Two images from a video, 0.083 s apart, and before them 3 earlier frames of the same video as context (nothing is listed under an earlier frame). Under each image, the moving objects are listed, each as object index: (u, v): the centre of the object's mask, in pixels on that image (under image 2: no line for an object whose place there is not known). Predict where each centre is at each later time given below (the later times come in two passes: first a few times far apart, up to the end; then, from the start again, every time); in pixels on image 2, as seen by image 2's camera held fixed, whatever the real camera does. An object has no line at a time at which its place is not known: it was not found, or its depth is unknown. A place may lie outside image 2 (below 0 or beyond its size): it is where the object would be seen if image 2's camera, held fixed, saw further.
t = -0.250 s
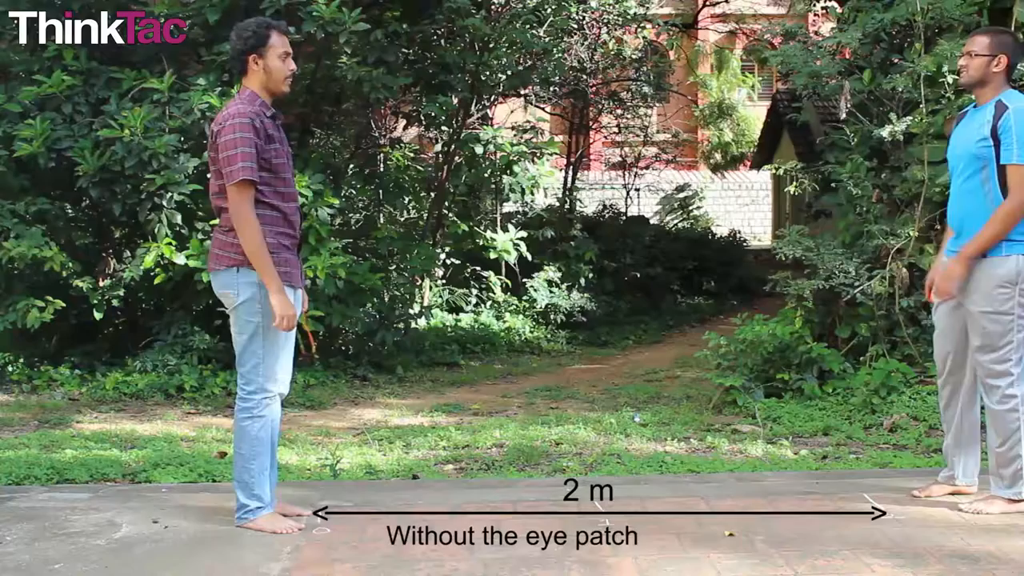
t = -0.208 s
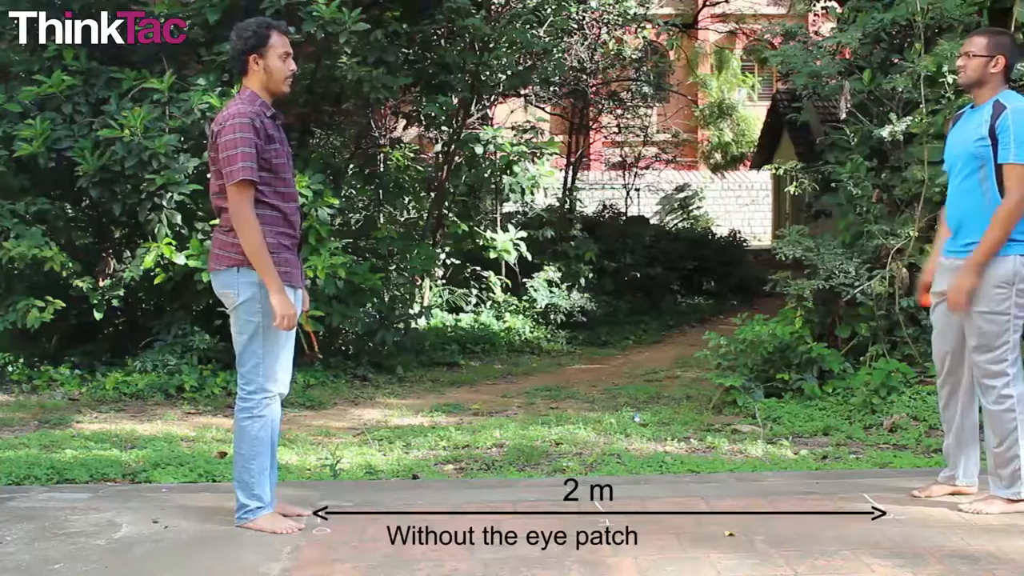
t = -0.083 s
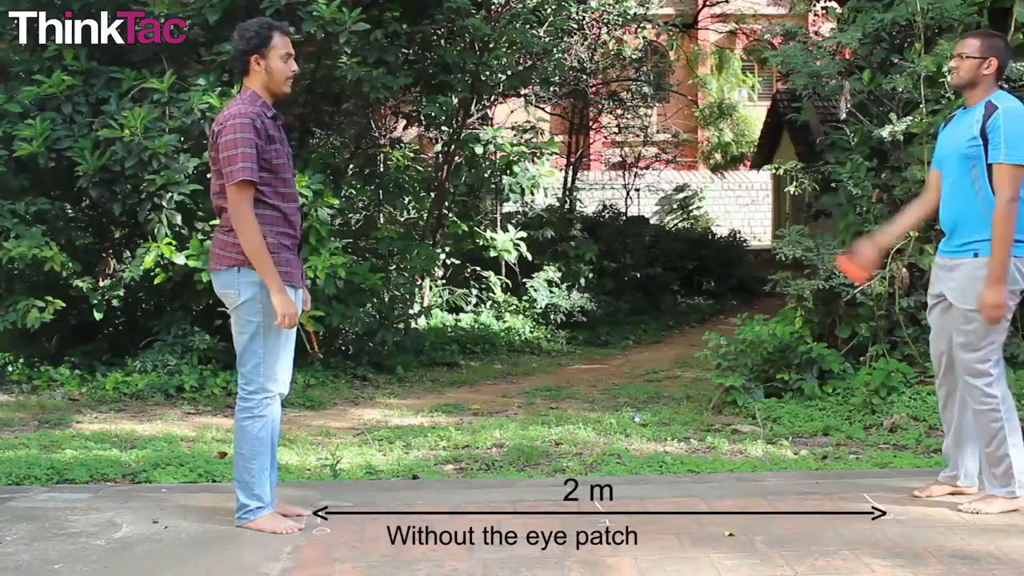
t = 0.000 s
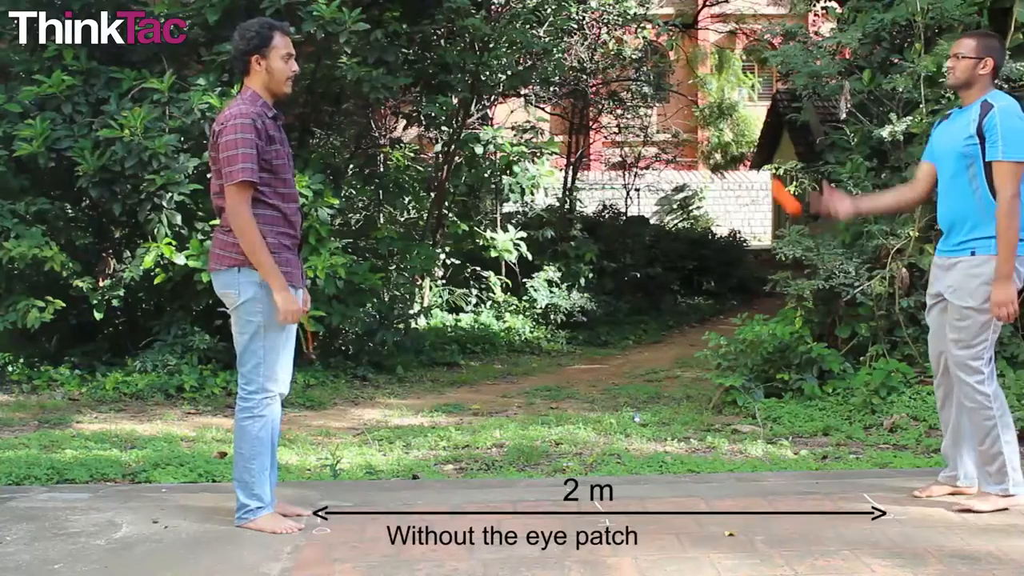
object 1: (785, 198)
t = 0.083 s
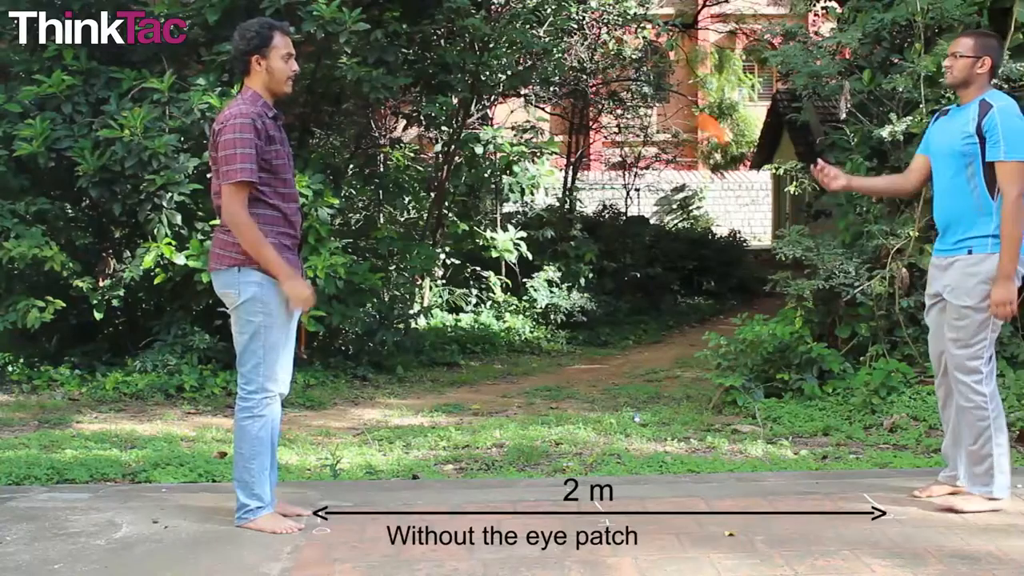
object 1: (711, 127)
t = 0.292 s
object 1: (528, 36)
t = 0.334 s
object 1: (492, 31)
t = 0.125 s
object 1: (677, 101)
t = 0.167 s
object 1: (642, 78)
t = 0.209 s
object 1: (606, 61)
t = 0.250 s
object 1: (565, 45)
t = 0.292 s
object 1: (528, 36)
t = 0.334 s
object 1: (492, 31)
